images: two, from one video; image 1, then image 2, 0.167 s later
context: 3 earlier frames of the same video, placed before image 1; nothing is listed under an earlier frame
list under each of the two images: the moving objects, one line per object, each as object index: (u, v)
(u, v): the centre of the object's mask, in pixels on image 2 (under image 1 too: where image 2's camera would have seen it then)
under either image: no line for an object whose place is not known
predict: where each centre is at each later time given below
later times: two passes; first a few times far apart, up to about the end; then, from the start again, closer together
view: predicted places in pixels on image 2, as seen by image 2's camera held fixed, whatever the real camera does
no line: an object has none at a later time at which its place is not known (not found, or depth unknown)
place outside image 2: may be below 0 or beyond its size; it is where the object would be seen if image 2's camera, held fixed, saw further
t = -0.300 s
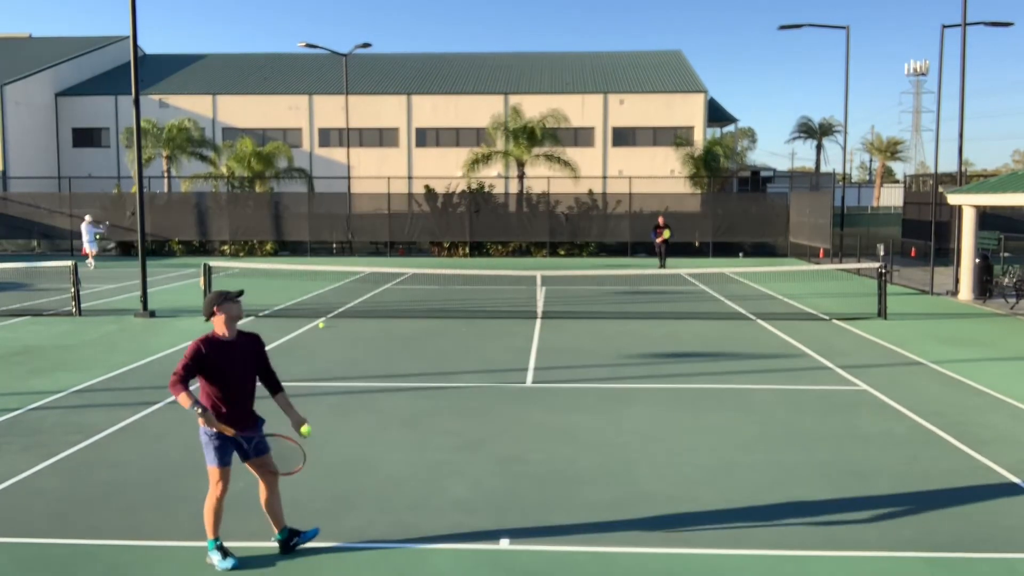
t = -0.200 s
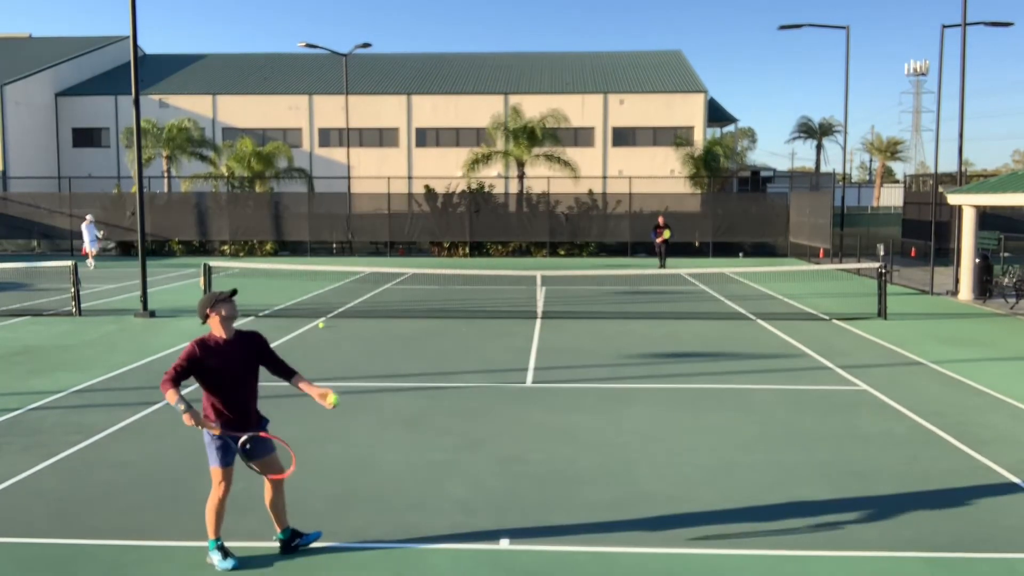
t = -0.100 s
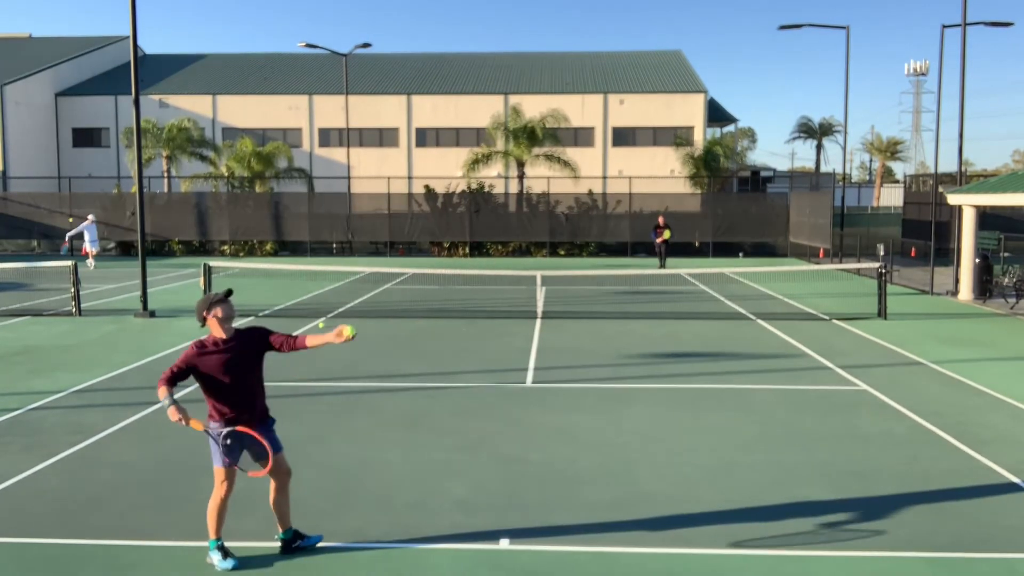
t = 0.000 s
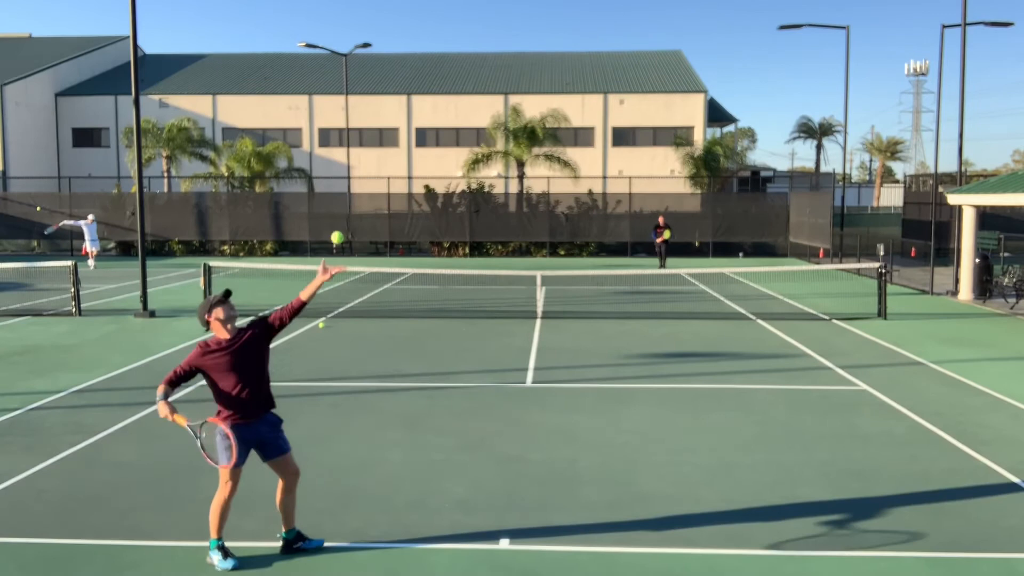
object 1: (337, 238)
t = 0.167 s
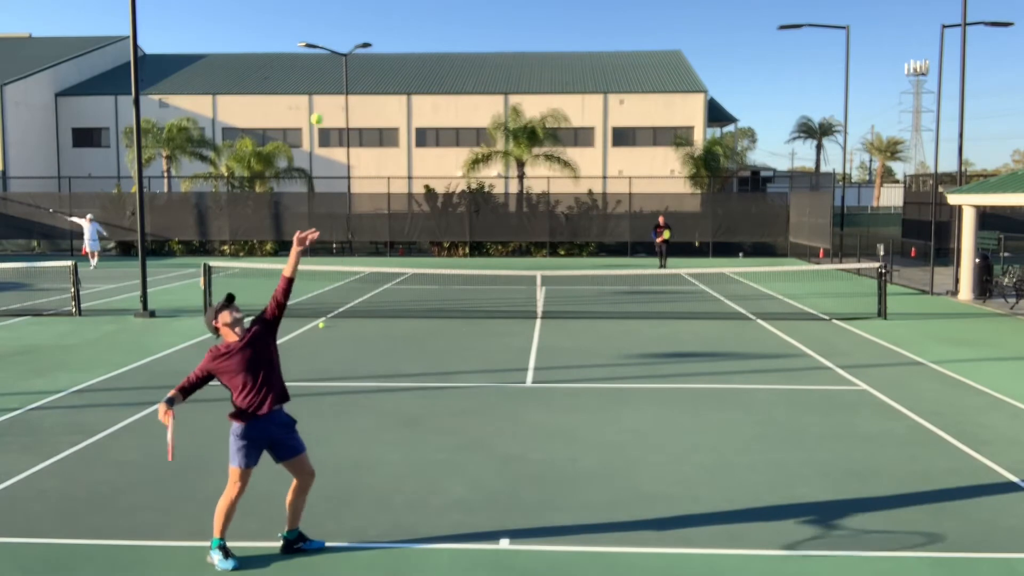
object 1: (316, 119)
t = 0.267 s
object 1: (305, 71)
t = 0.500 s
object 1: (281, 24)
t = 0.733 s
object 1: (262, 62)
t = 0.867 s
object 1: (253, 118)
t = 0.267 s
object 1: (305, 71)
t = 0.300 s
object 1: (301, 59)
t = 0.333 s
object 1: (297, 48)
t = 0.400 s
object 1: (291, 33)
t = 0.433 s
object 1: (287, 28)
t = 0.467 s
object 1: (284, 25)
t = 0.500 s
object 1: (281, 24)
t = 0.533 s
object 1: (278, 24)
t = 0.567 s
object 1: (275, 26)
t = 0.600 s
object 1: (272, 30)
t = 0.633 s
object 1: (269, 36)
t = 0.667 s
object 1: (267, 43)
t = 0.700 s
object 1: (264, 52)
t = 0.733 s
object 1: (262, 62)
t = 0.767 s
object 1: (259, 74)
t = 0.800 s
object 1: (257, 87)
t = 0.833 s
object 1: (255, 102)
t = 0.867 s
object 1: (253, 118)
